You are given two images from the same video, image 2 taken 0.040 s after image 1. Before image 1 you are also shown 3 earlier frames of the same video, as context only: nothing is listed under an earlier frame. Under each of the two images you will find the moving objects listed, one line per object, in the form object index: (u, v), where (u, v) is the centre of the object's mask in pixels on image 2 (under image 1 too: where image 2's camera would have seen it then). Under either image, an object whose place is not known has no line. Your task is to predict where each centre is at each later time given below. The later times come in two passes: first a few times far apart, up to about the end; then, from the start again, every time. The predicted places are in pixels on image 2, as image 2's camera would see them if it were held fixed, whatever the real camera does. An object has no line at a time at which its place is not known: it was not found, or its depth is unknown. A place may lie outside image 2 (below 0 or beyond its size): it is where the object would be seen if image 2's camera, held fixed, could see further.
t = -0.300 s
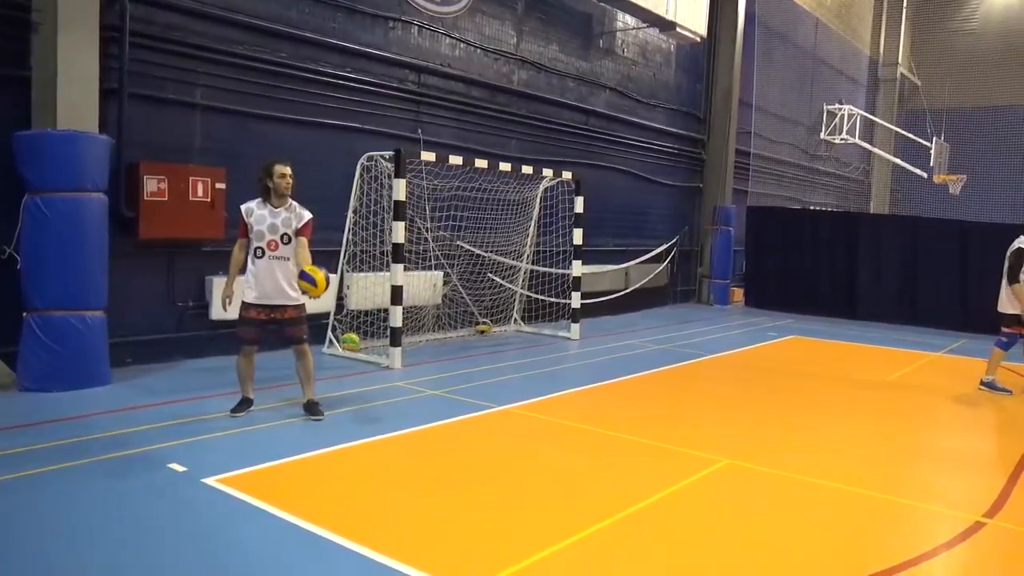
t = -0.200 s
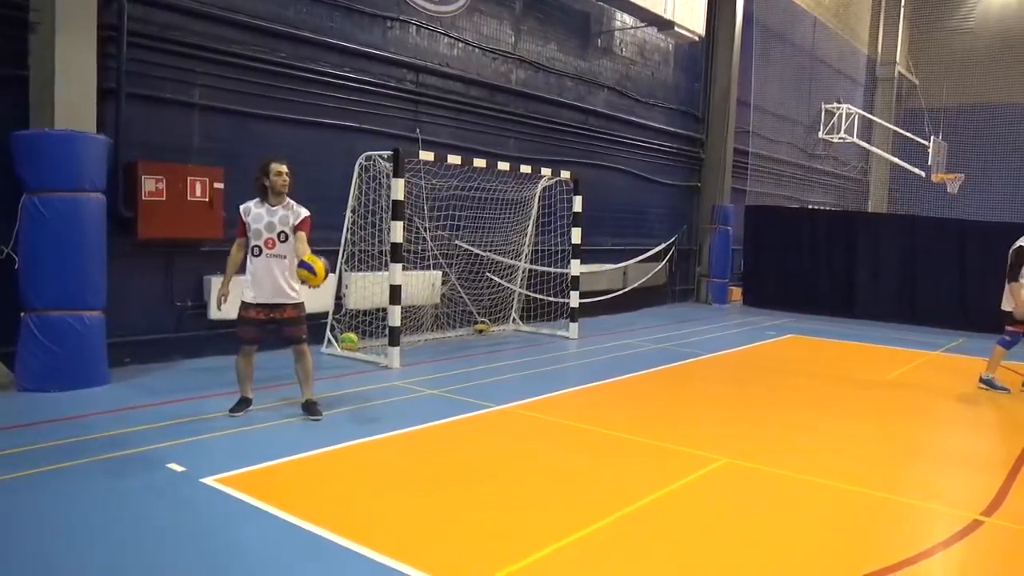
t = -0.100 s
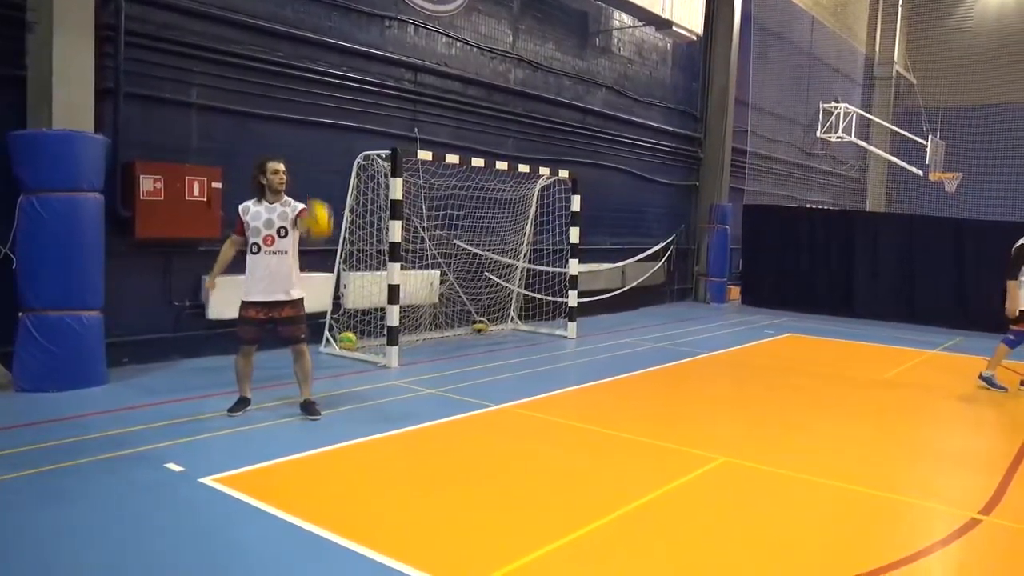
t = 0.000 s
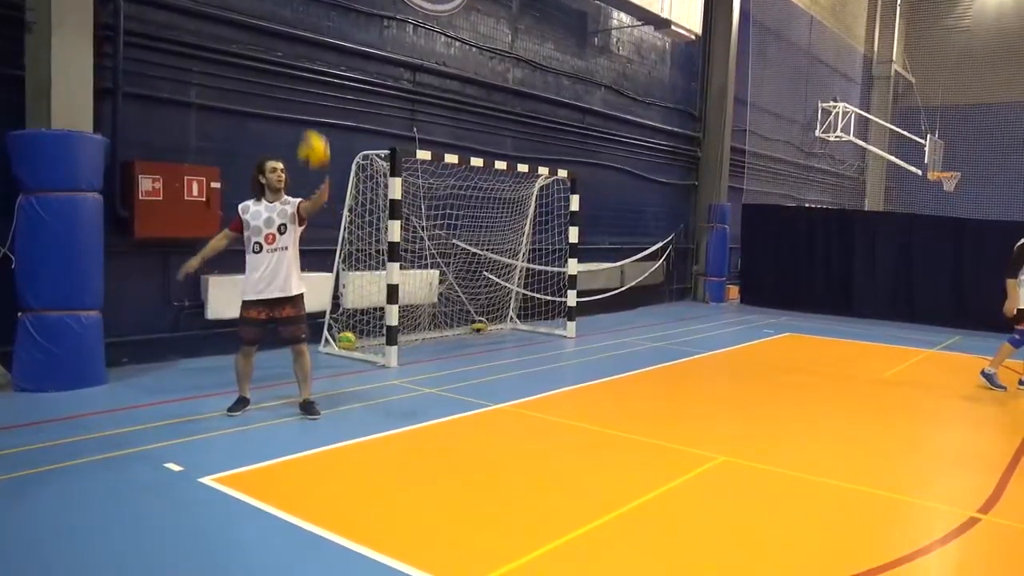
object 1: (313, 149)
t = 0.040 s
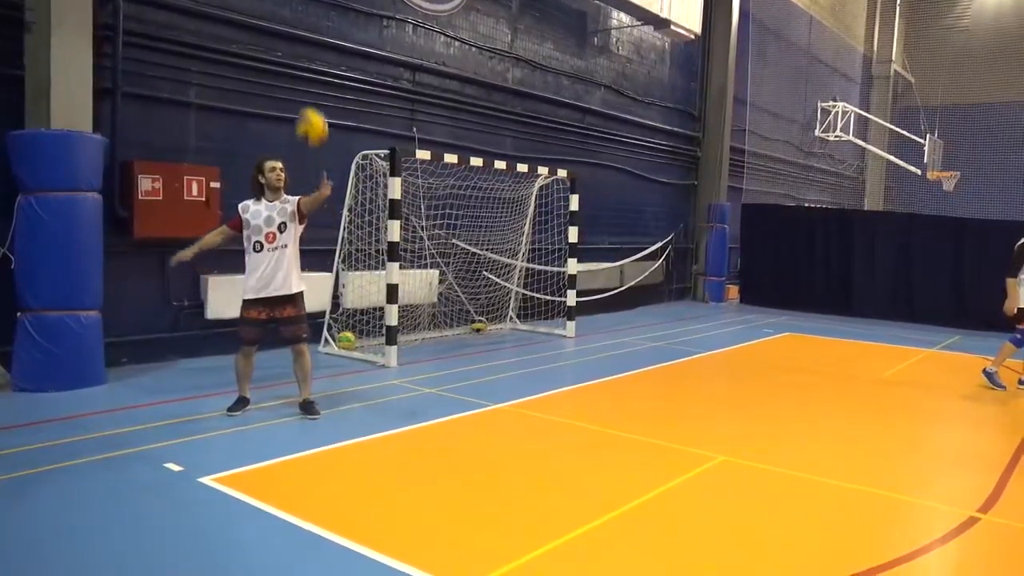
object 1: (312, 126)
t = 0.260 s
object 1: (302, 43)
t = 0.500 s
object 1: (292, 37)
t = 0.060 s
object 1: (311, 115)
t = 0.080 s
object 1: (310, 104)
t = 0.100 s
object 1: (309, 96)
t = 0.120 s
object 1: (308, 87)
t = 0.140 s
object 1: (307, 78)
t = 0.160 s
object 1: (306, 70)
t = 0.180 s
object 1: (306, 64)
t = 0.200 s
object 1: (304, 58)
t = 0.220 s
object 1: (303, 53)
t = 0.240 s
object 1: (302, 48)
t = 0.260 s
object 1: (302, 43)
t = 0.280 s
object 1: (301, 39)
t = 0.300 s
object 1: (300, 36)
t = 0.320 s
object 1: (299, 34)
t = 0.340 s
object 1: (298, 32)
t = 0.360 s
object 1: (297, 31)
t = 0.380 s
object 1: (296, 30)
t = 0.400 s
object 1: (296, 30)
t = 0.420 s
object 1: (295, 30)
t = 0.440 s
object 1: (294, 31)
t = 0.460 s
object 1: (293, 33)
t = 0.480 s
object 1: (292, 35)
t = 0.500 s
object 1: (292, 37)
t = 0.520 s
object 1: (291, 41)
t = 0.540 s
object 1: (290, 45)
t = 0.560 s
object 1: (289, 50)
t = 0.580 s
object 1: (288, 55)
